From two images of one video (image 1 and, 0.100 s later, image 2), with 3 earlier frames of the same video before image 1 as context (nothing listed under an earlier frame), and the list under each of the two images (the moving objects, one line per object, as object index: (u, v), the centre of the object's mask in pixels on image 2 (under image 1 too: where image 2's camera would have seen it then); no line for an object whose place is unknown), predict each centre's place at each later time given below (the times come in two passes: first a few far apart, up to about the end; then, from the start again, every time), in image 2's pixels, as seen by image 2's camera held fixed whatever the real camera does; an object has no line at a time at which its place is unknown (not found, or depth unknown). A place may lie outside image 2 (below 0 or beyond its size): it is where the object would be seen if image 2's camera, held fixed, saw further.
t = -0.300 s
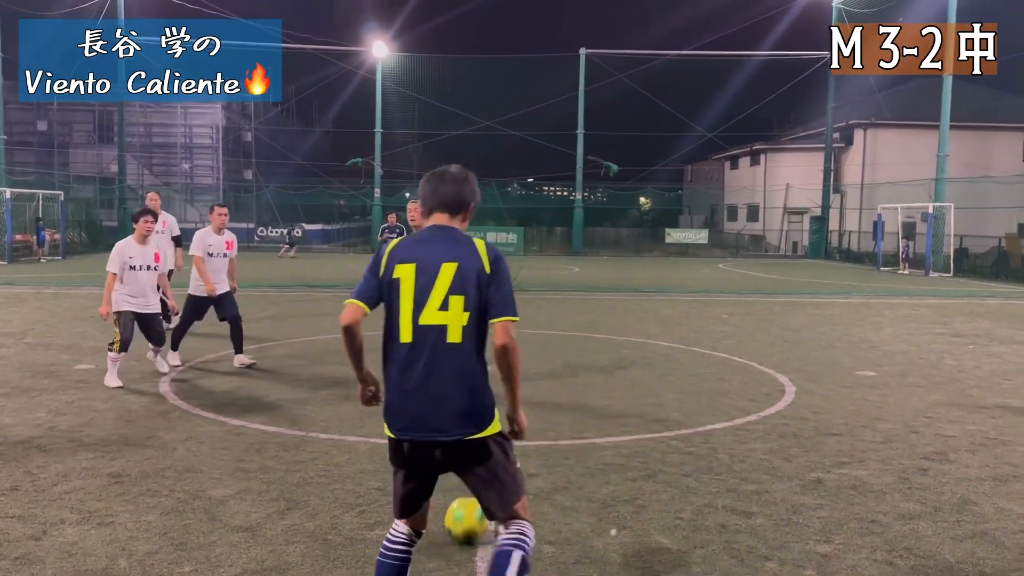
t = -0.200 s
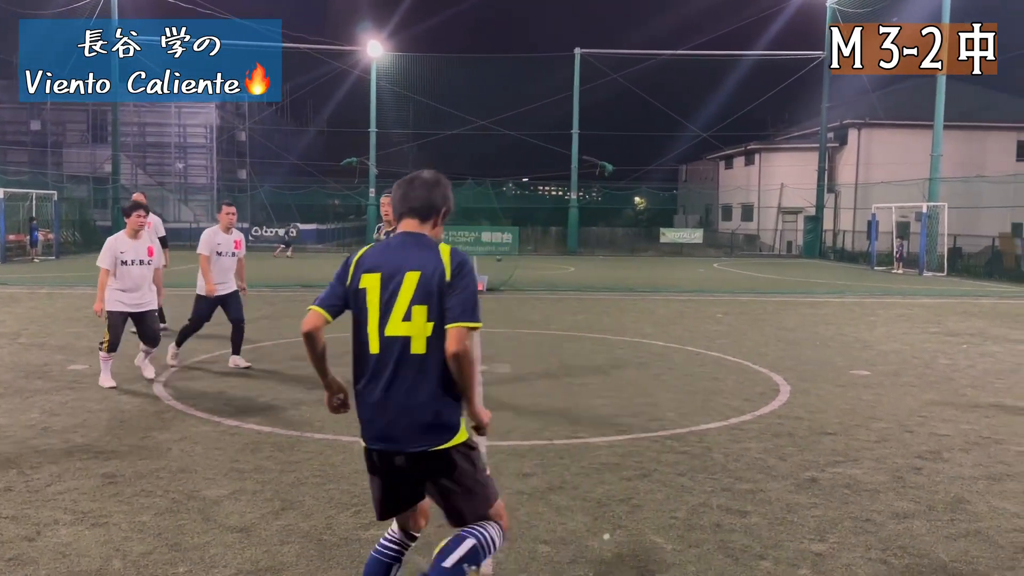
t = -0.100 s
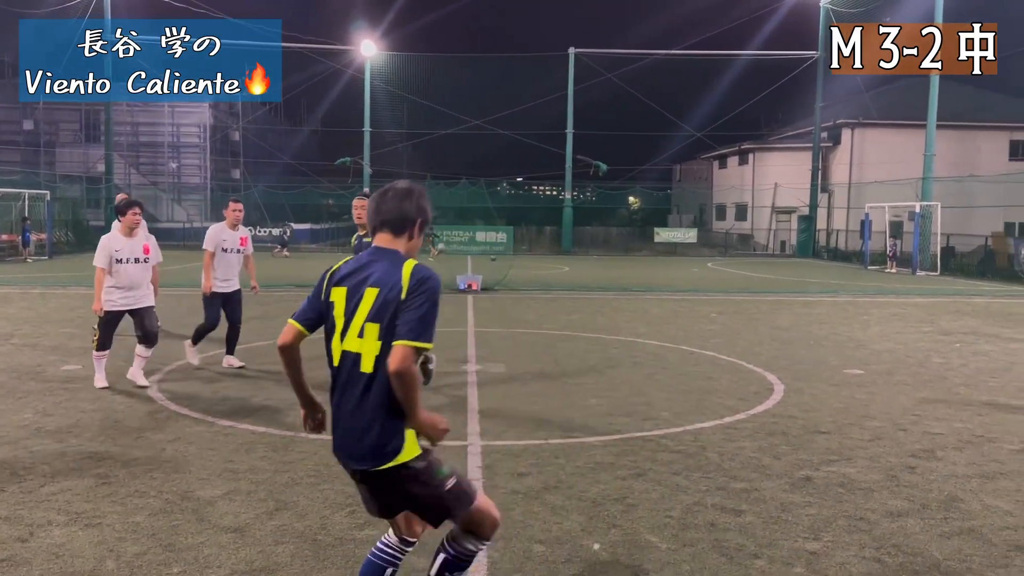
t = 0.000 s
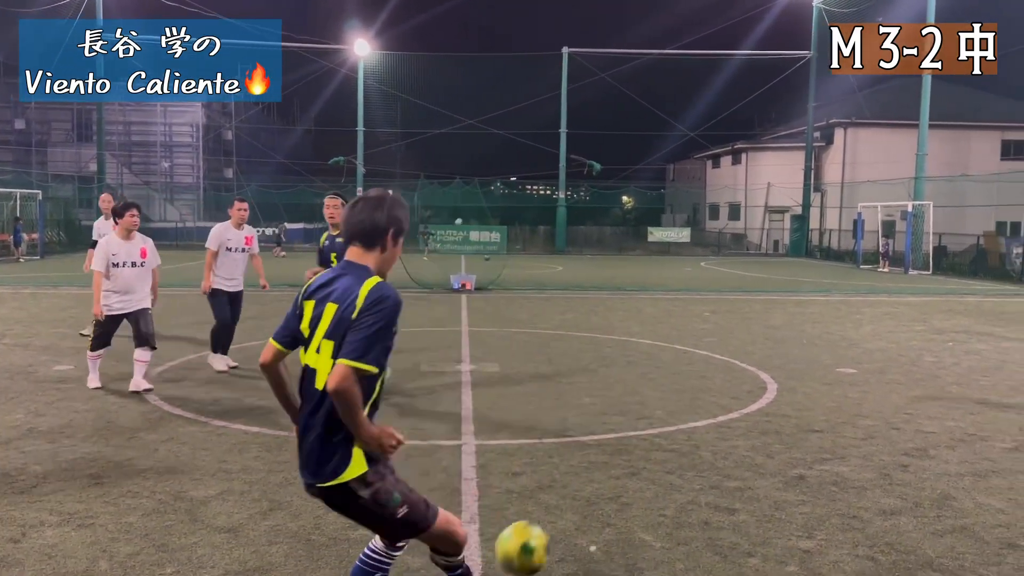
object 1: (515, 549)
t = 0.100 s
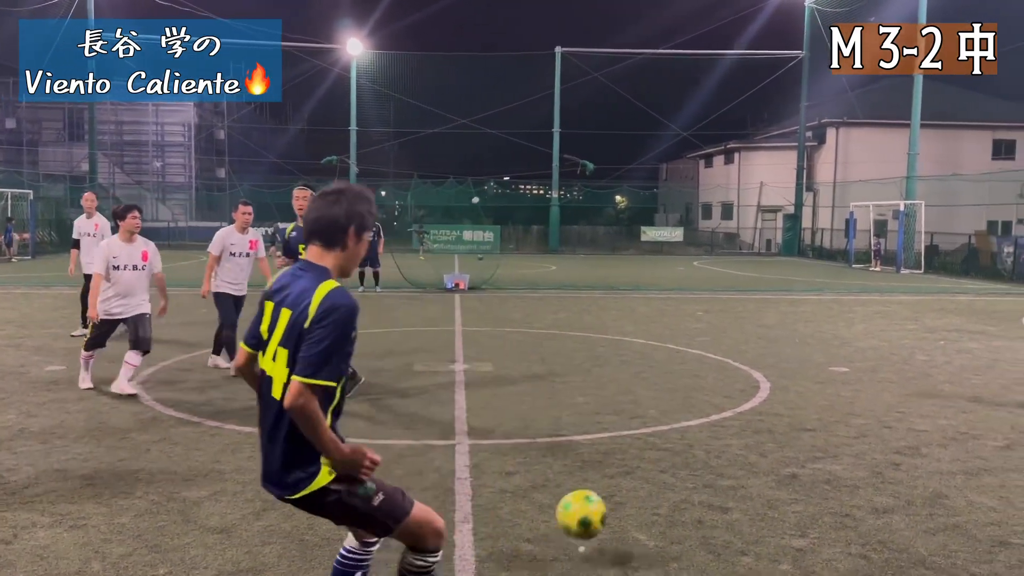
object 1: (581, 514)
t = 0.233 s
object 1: (650, 507)
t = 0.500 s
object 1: (749, 462)
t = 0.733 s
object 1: (809, 438)
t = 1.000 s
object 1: (862, 412)
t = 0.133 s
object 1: (599, 508)
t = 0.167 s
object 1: (617, 504)
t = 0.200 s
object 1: (634, 503)
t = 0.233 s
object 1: (650, 507)
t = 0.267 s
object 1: (665, 500)
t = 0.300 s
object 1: (678, 489)
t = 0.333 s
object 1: (691, 479)
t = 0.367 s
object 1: (704, 474)
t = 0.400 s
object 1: (716, 471)
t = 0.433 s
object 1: (727, 469)
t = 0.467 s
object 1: (738, 469)
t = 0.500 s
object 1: (749, 462)
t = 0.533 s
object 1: (759, 458)
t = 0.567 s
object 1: (764, 457)
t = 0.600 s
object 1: (773, 453)
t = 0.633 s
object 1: (783, 449)
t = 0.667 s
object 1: (792, 444)
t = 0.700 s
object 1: (801, 441)
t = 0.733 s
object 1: (809, 438)
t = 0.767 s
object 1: (816, 435)
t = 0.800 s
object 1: (824, 432)
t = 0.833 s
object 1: (831, 428)
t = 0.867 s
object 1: (838, 425)
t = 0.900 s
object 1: (845, 422)
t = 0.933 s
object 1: (851, 419)
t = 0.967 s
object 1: (856, 417)
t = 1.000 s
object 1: (862, 412)
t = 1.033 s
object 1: (868, 410)
